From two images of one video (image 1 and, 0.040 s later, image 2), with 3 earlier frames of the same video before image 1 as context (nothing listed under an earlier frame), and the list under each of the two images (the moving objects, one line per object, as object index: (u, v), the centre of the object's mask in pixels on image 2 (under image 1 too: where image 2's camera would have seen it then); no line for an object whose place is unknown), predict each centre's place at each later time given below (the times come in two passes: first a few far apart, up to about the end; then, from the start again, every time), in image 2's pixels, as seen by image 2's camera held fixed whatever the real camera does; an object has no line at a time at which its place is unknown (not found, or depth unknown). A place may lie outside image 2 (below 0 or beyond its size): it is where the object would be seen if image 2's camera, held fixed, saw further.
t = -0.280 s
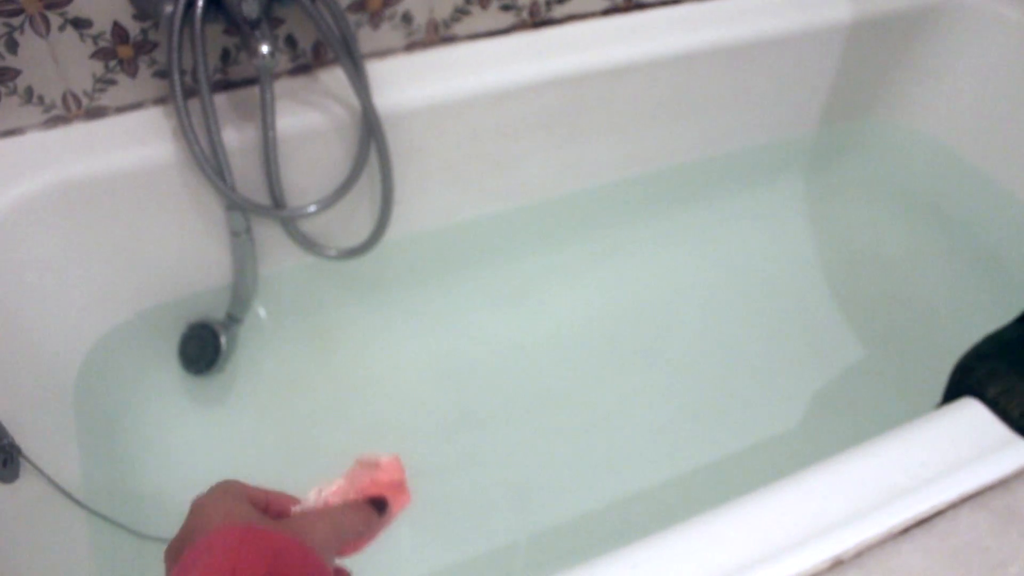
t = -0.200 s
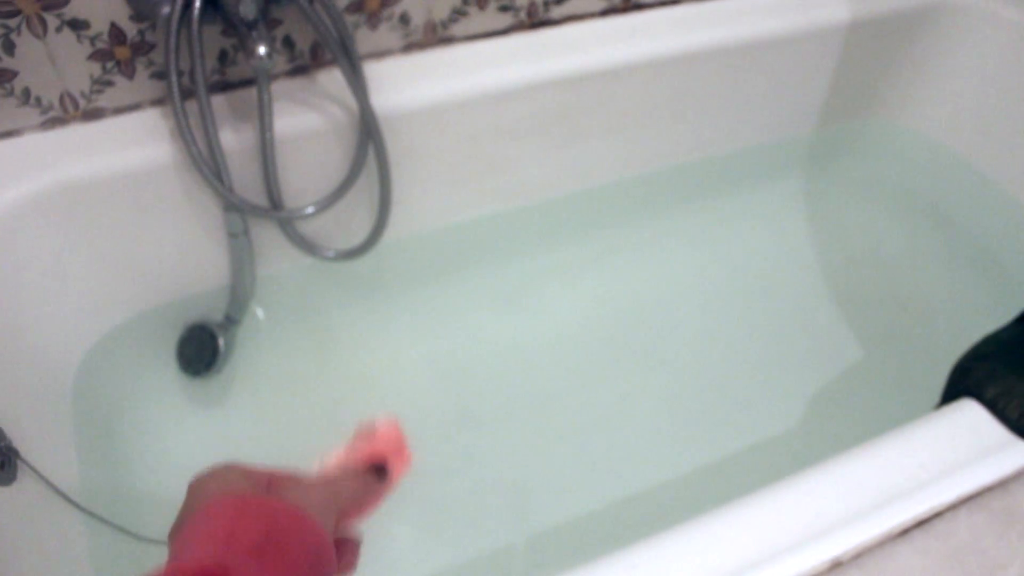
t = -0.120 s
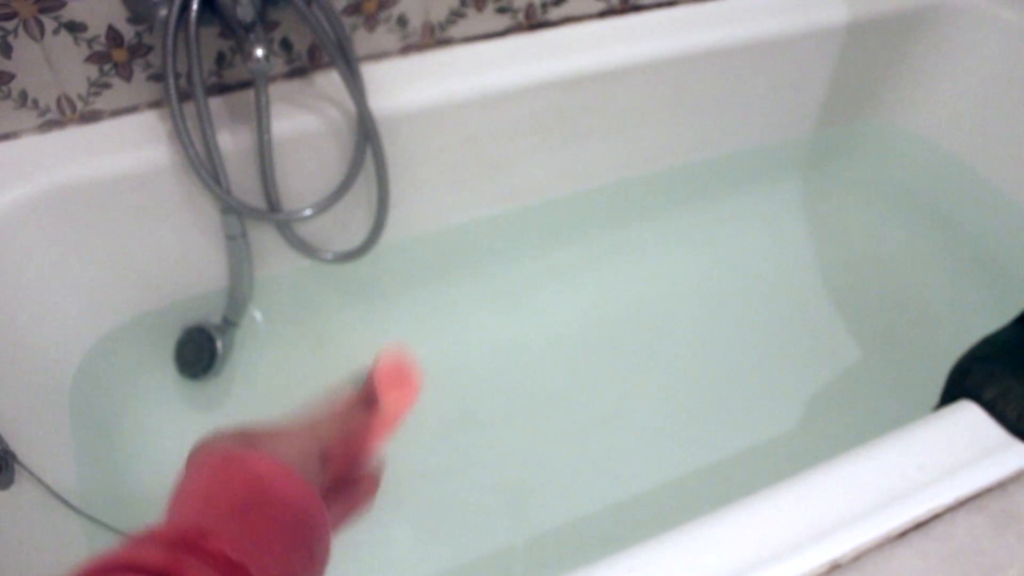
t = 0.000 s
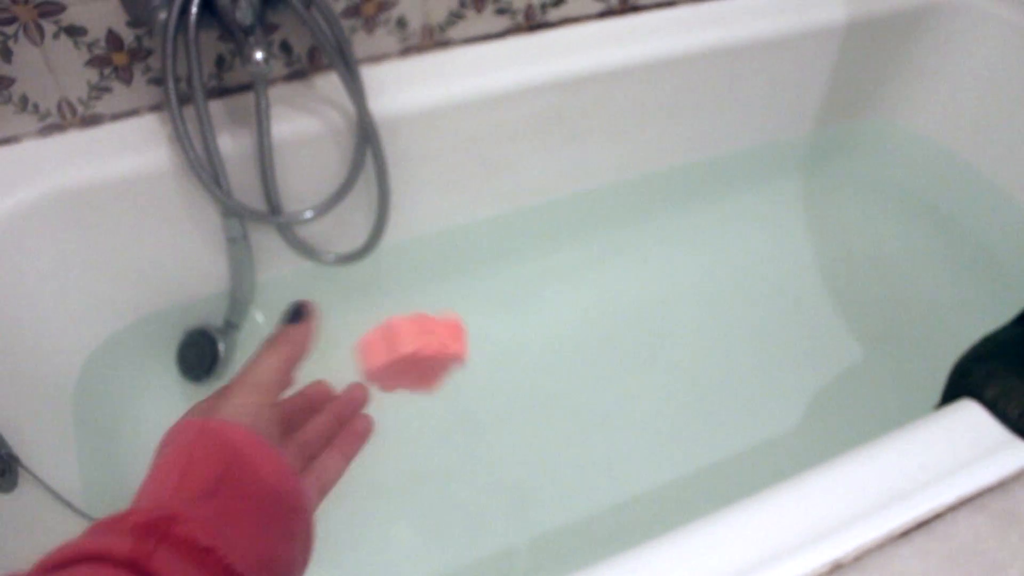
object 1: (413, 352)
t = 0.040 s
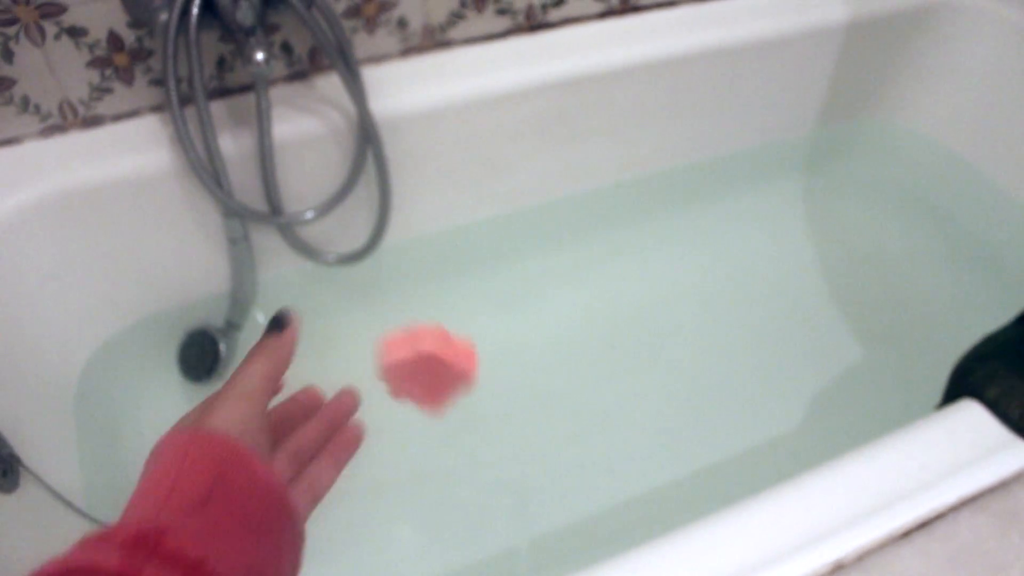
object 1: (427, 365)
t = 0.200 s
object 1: (466, 492)
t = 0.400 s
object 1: (499, 541)
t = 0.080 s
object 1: (439, 390)
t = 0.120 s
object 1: (449, 423)
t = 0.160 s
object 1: (459, 457)
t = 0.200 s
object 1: (466, 492)
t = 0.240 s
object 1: (474, 521)
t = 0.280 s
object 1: (483, 531)
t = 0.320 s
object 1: (495, 544)
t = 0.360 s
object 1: (494, 536)
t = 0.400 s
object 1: (499, 541)
